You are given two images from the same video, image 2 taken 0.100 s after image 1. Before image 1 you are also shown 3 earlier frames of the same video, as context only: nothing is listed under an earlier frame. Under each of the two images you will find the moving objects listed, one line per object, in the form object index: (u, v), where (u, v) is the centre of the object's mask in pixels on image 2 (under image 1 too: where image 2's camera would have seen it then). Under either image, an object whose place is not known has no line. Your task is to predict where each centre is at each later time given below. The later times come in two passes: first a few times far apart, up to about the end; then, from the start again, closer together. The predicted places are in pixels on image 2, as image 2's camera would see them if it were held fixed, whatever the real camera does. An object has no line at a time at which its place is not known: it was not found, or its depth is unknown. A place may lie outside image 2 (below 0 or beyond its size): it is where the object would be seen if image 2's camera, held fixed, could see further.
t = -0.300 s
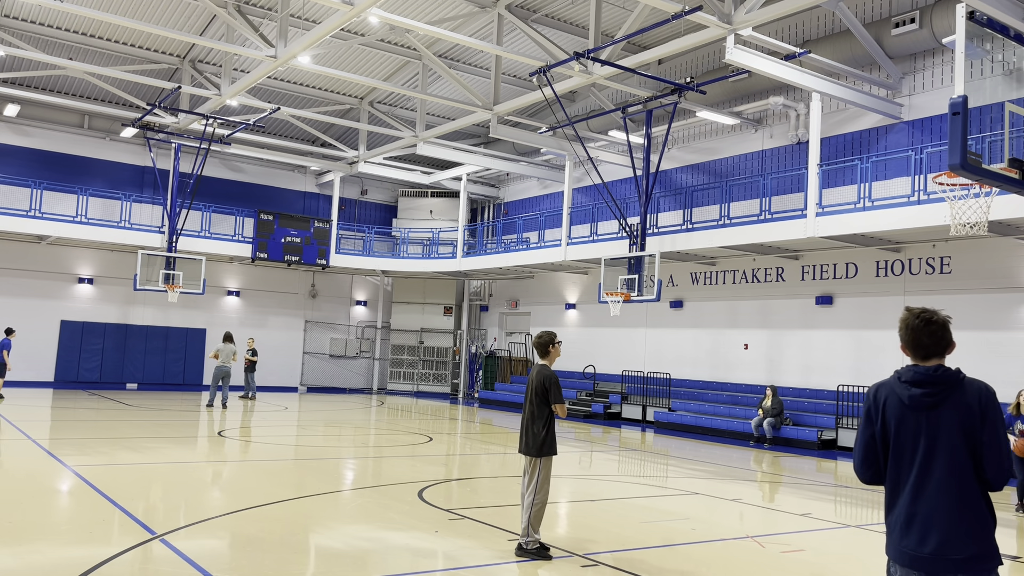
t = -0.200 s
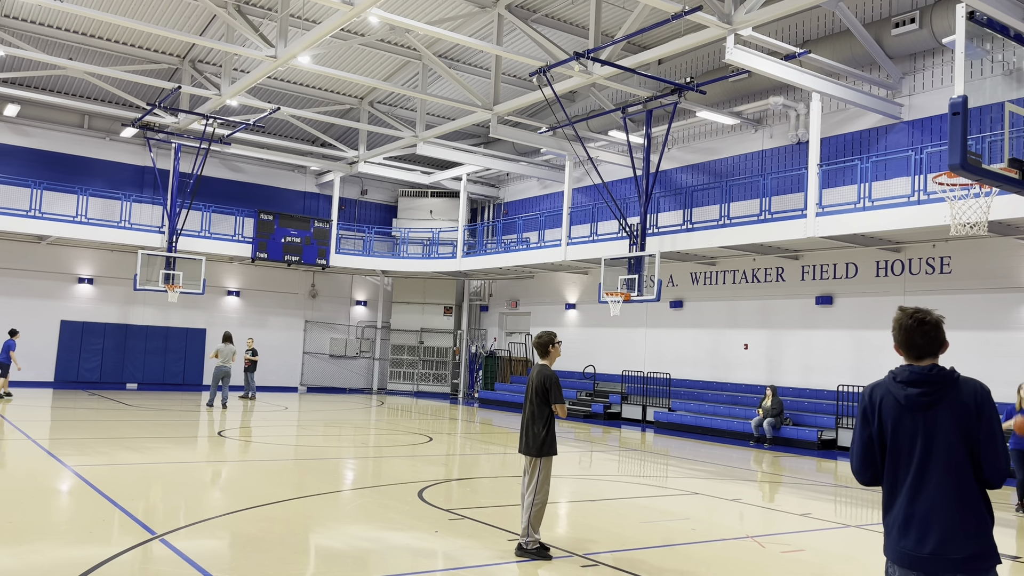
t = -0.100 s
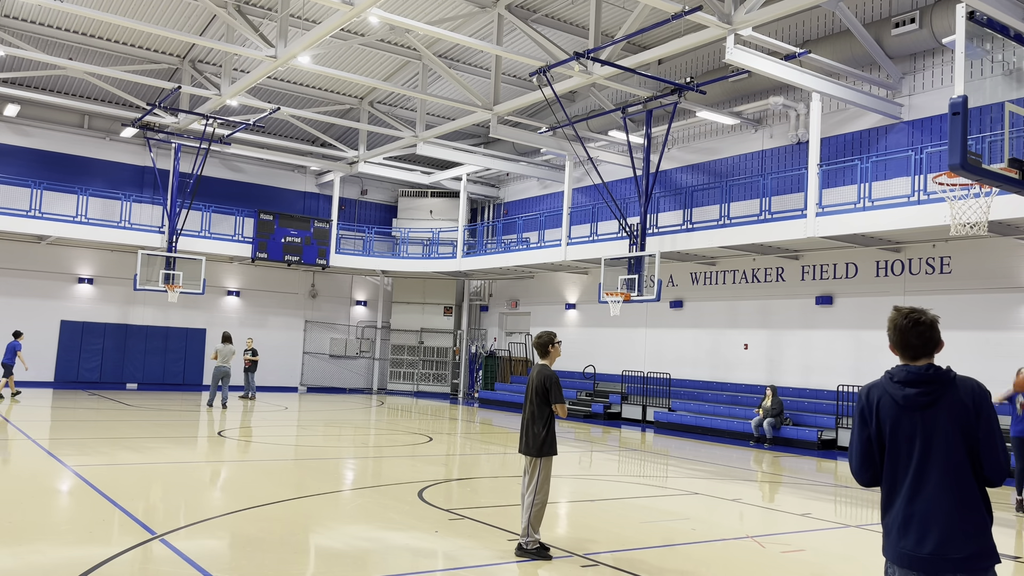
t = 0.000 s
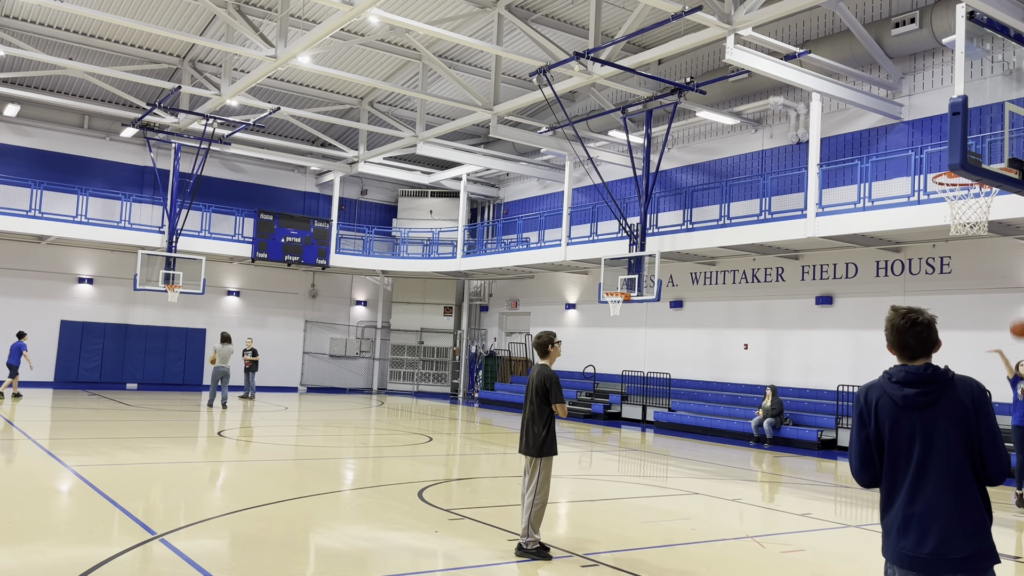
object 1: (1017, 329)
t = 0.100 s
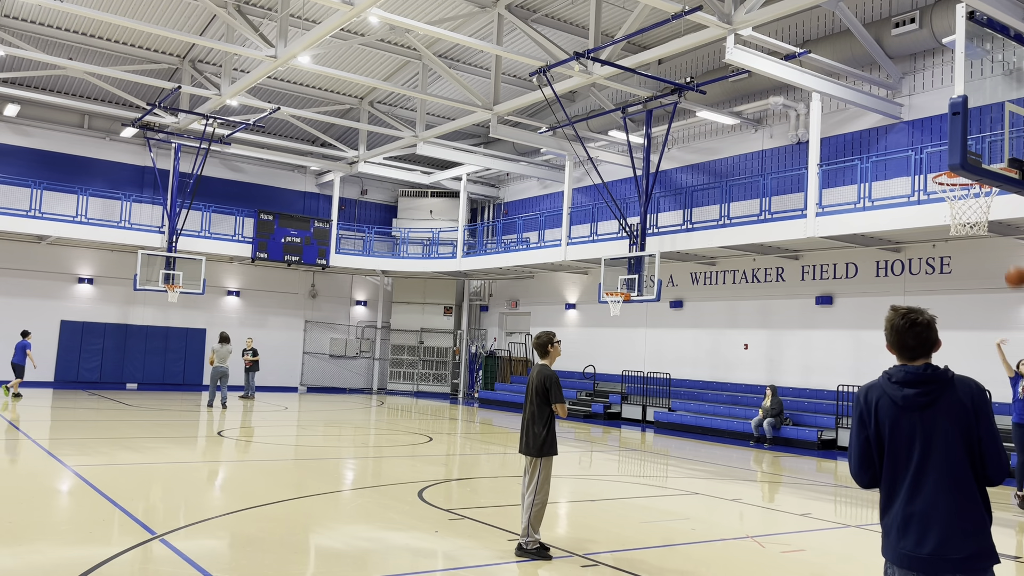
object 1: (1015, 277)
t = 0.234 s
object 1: (1010, 217)
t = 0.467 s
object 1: (995, 138)
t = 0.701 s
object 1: (981, 103)
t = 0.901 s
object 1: (972, 120)
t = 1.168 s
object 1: (928, 136)
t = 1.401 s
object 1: (893, 160)
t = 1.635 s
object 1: (851, 274)
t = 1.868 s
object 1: (802, 504)
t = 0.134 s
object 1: (1014, 261)
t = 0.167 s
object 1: (1012, 246)
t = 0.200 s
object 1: (1011, 231)
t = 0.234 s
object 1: (1010, 217)
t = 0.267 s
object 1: (1008, 203)
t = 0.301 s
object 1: (1005, 195)
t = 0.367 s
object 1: (998, 162)
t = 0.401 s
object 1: (997, 156)
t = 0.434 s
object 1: (996, 147)
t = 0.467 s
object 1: (995, 138)
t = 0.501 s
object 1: (994, 130)
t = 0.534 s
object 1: (992, 123)
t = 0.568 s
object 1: (990, 117)
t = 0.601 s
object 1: (988, 112)
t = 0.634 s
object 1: (986, 108)
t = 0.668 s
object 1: (983, 106)
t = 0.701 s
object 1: (981, 103)
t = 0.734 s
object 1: (980, 103)
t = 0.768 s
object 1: (978, 103)
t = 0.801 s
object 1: (976, 106)
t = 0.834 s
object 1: (975, 108)
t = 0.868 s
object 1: (974, 113)
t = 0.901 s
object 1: (972, 120)
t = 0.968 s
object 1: (943, 138)
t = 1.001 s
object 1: (940, 150)
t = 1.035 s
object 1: (939, 157)
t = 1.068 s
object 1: (937, 149)
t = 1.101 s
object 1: (934, 143)
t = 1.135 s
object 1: (932, 140)
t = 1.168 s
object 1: (928, 136)
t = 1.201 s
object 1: (923, 136)
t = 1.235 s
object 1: (919, 135)
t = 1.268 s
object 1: (914, 137)
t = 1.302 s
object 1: (908, 141)
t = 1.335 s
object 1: (904, 145)
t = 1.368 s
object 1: (898, 152)
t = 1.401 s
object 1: (893, 160)
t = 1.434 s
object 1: (887, 171)
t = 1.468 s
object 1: (882, 182)
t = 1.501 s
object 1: (876, 196)
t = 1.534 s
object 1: (870, 213)
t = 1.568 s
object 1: (863, 233)
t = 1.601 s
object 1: (857, 252)
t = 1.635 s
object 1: (851, 274)
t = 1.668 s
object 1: (845, 298)
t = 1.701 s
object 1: (838, 327)
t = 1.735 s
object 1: (831, 358)
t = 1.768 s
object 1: (823, 392)
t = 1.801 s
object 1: (816, 427)
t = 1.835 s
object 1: (810, 459)
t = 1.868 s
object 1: (802, 504)
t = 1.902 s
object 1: (794, 551)
